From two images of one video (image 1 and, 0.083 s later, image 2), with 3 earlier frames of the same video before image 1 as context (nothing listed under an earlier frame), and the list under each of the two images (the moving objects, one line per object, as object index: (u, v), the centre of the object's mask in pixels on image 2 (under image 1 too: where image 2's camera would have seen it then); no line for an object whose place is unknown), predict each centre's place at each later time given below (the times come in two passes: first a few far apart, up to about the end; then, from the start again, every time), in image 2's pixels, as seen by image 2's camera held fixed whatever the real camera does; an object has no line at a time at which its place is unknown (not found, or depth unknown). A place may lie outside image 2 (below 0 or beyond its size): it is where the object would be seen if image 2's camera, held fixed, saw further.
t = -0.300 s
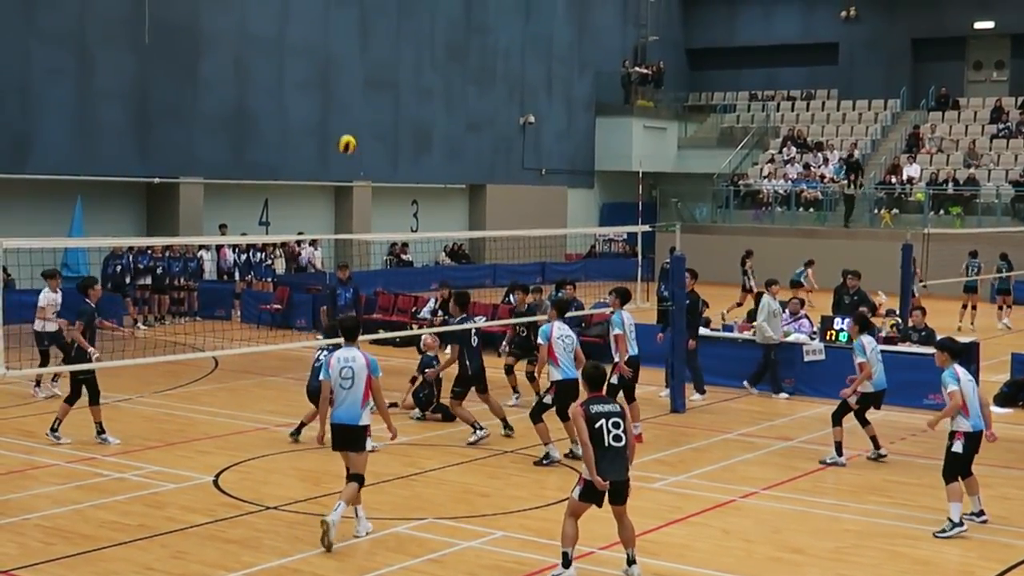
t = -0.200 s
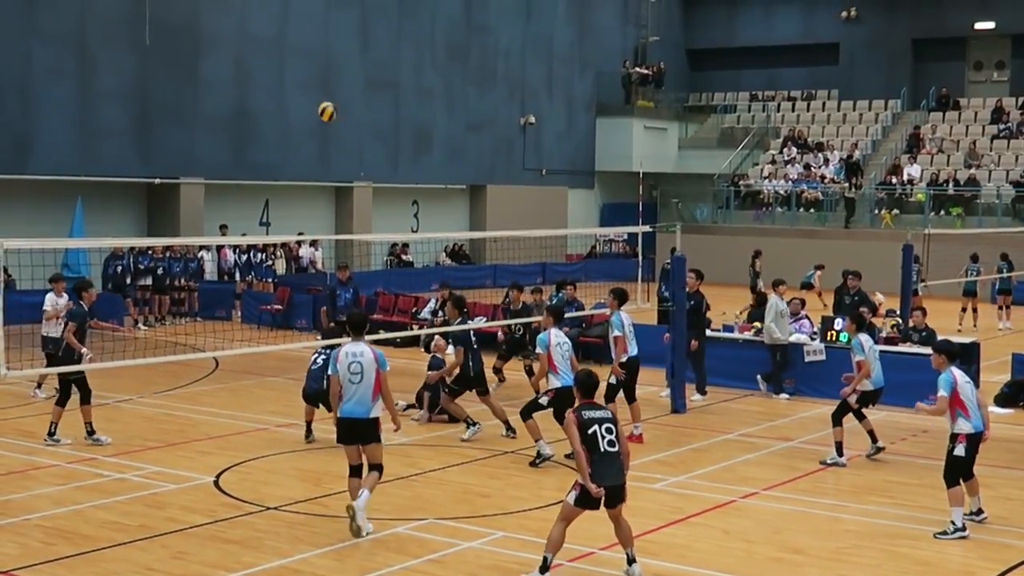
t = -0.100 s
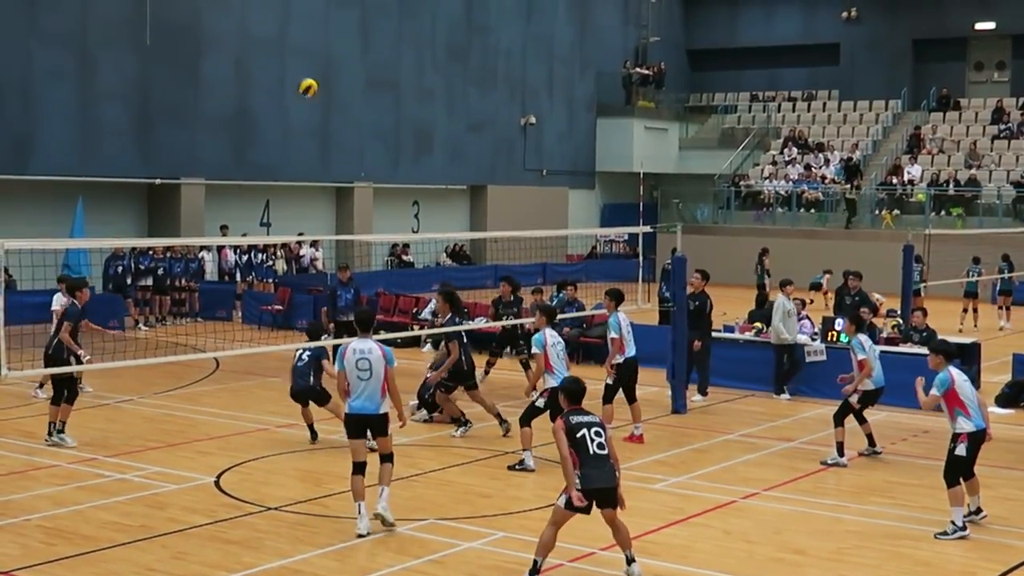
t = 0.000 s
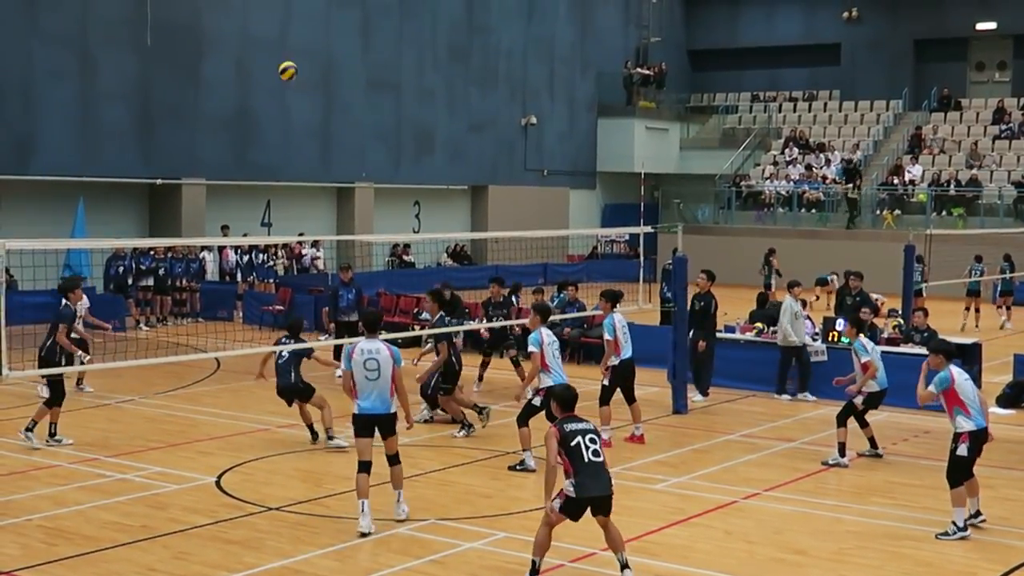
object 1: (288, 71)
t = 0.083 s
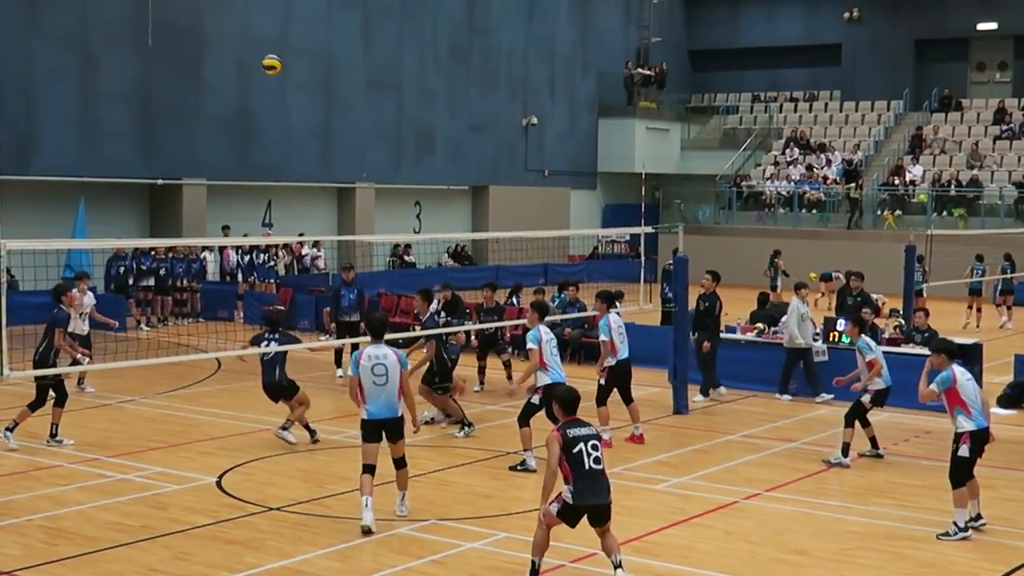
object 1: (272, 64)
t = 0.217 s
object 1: (242, 66)
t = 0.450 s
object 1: (191, 108)
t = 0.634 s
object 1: (152, 178)
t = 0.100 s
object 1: (268, 64)
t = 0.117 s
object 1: (265, 64)
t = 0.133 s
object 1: (261, 63)
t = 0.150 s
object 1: (257, 63)
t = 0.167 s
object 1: (253, 63)
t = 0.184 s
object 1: (250, 64)
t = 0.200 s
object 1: (246, 65)
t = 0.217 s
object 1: (242, 66)
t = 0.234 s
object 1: (239, 67)
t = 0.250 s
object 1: (235, 70)
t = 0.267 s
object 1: (232, 71)
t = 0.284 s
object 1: (229, 73)
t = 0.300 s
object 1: (225, 75)
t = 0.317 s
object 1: (221, 78)
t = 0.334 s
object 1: (217, 81)
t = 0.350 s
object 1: (214, 84)
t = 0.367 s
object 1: (210, 87)
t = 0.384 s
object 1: (206, 91)
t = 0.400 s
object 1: (202, 94)
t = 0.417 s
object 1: (199, 99)
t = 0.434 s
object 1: (195, 103)
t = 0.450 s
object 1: (191, 108)
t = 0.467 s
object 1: (188, 114)
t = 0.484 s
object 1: (184, 118)
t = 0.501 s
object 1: (181, 124)
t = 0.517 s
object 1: (177, 130)
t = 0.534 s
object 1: (174, 136)
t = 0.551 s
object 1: (170, 142)
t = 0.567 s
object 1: (166, 149)
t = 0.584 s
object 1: (163, 155)
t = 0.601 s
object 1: (159, 162)
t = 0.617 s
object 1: (155, 170)
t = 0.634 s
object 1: (152, 178)
